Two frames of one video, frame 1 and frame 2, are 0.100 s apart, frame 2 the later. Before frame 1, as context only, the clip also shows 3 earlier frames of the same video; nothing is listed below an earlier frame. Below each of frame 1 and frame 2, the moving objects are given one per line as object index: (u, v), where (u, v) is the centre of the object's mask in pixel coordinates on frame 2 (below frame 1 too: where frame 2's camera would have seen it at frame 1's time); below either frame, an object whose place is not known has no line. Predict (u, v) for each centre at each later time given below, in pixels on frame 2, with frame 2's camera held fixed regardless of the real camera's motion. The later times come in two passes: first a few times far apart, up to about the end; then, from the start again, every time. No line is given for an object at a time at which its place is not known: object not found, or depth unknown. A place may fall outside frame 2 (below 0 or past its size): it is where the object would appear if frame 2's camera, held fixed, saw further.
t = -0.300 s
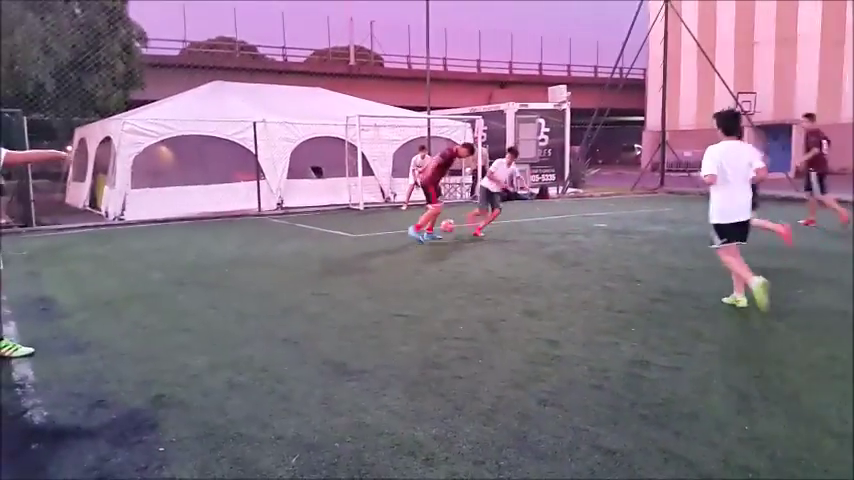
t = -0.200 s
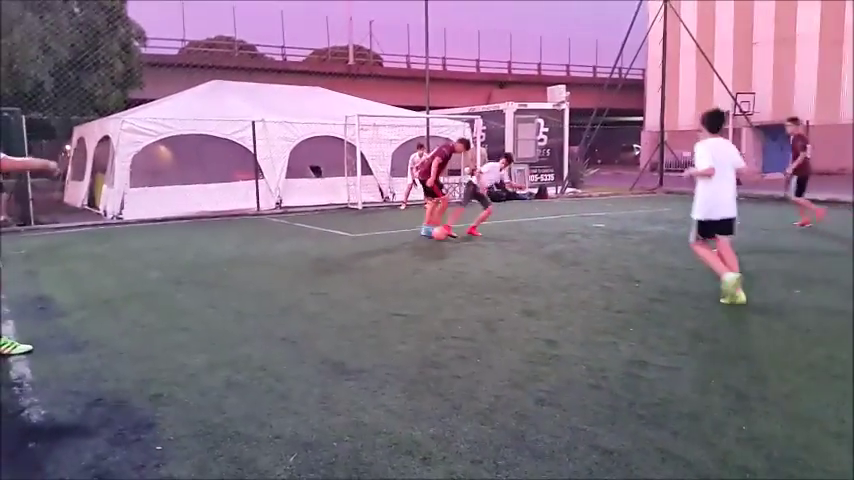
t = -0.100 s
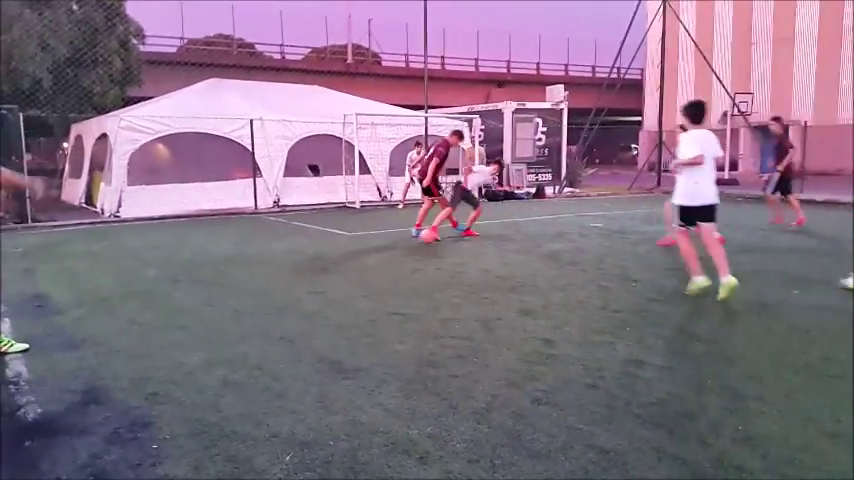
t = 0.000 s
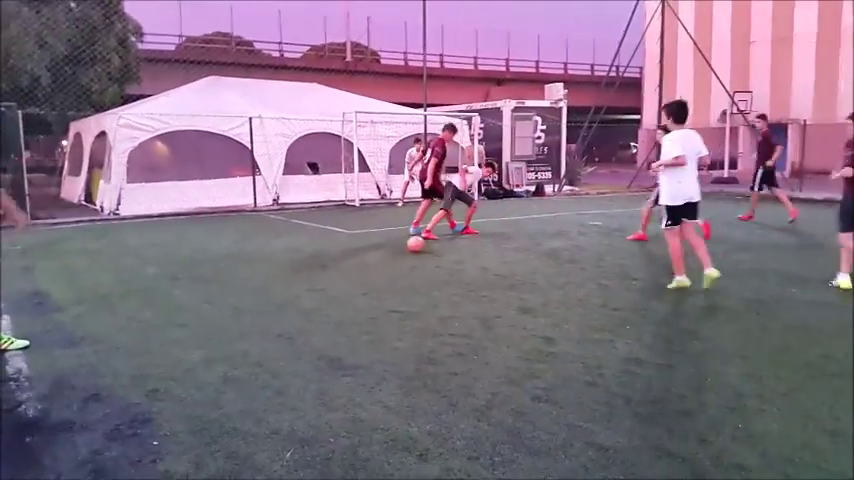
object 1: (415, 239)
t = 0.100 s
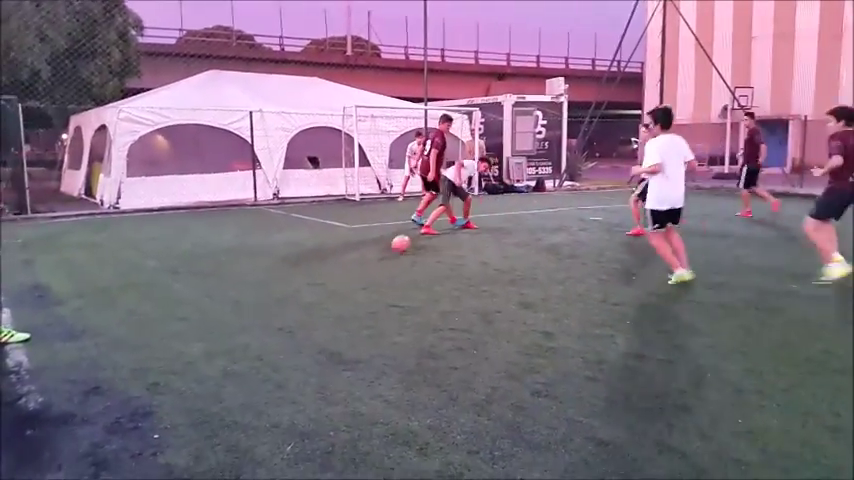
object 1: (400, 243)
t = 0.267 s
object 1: (371, 258)
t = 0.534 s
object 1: (311, 279)
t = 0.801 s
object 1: (233, 303)
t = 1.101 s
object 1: (116, 340)
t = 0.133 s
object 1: (395, 247)
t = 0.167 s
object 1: (389, 251)
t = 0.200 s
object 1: (383, 252)
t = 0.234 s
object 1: (376, 255)
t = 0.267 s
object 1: (371, 258)
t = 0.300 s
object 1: (364, 261)
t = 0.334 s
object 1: (357, 262)
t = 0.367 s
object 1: (350, 265)
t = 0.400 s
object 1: (343, 269)
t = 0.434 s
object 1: (335, 271)
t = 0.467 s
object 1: (327, 272)
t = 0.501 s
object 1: (319, 275)
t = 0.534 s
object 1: (311, 279)
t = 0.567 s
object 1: (303, 281)
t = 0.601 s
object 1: (293, 285)
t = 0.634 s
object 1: (284, 288)
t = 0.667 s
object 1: (275, 289)
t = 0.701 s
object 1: (264, 293)
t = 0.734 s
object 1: (254, 296)
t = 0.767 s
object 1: (244, 299)
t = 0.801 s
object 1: (233, 303)
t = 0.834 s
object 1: (223, 305)
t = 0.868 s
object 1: (211, 307)
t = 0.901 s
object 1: (198, 311)
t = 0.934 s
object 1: (187, 316)
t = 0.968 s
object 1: (175, 320)
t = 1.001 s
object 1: (160, 324)
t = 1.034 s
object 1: (146, 330)
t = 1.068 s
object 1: (132, 335)
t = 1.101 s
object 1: (116, 340)
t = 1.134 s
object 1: (100, 344)
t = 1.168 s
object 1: (85, 349)
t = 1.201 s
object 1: (67, 355)
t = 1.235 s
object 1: (49, 358)
